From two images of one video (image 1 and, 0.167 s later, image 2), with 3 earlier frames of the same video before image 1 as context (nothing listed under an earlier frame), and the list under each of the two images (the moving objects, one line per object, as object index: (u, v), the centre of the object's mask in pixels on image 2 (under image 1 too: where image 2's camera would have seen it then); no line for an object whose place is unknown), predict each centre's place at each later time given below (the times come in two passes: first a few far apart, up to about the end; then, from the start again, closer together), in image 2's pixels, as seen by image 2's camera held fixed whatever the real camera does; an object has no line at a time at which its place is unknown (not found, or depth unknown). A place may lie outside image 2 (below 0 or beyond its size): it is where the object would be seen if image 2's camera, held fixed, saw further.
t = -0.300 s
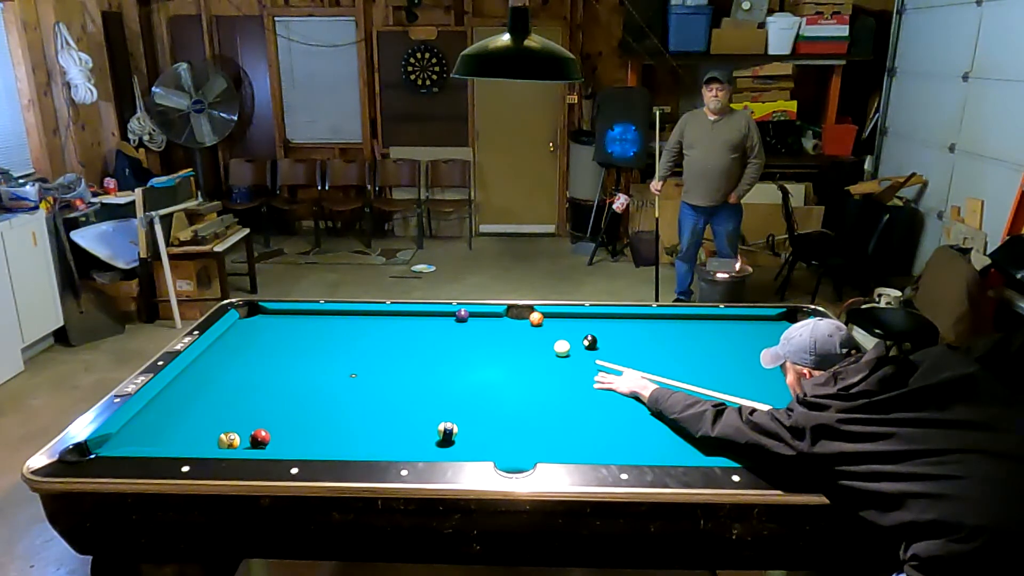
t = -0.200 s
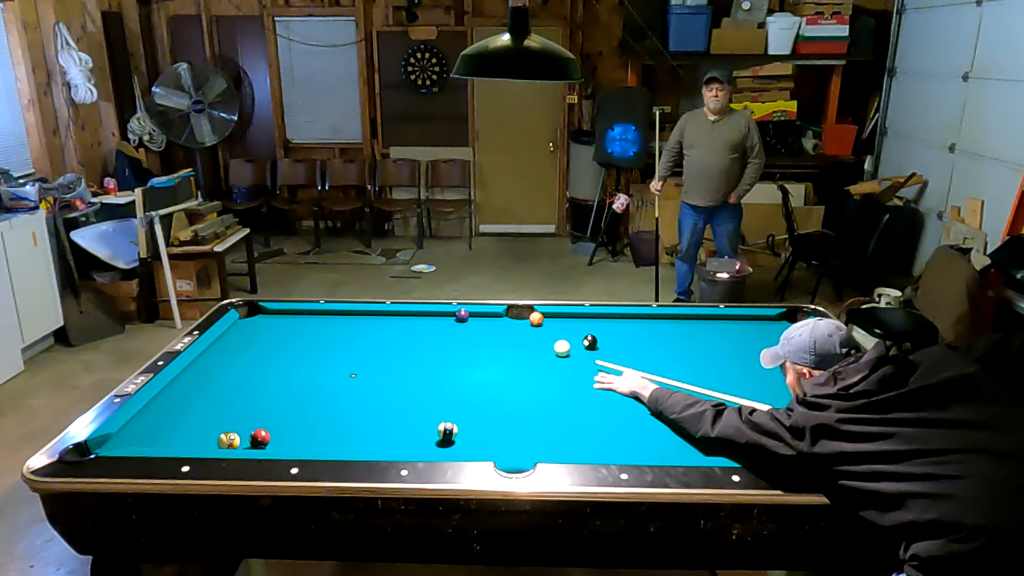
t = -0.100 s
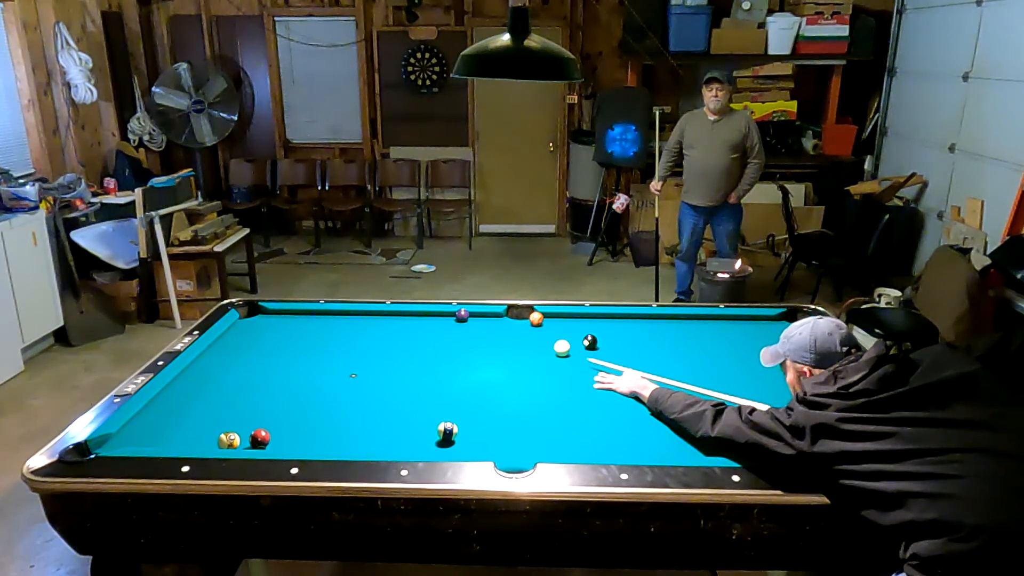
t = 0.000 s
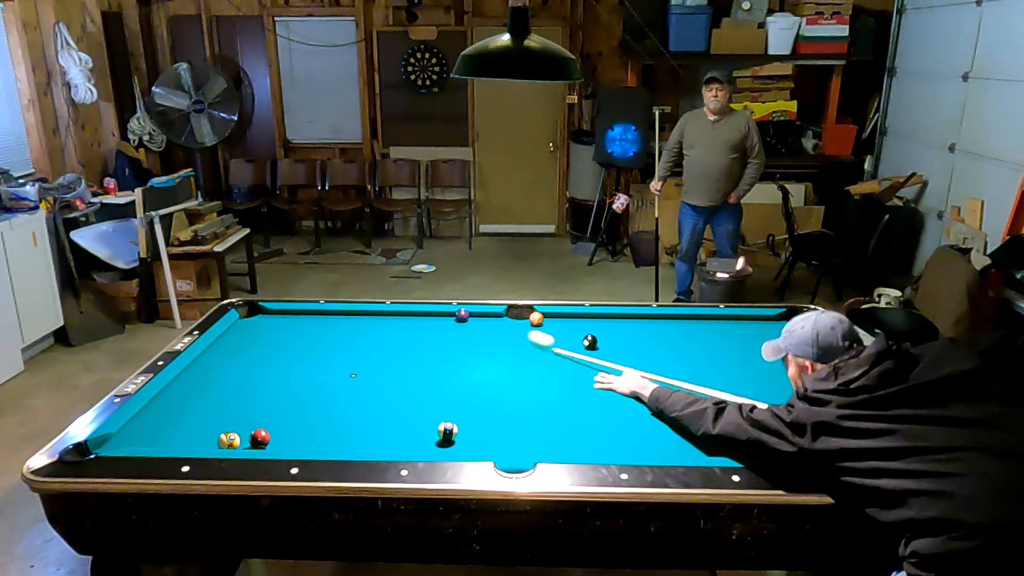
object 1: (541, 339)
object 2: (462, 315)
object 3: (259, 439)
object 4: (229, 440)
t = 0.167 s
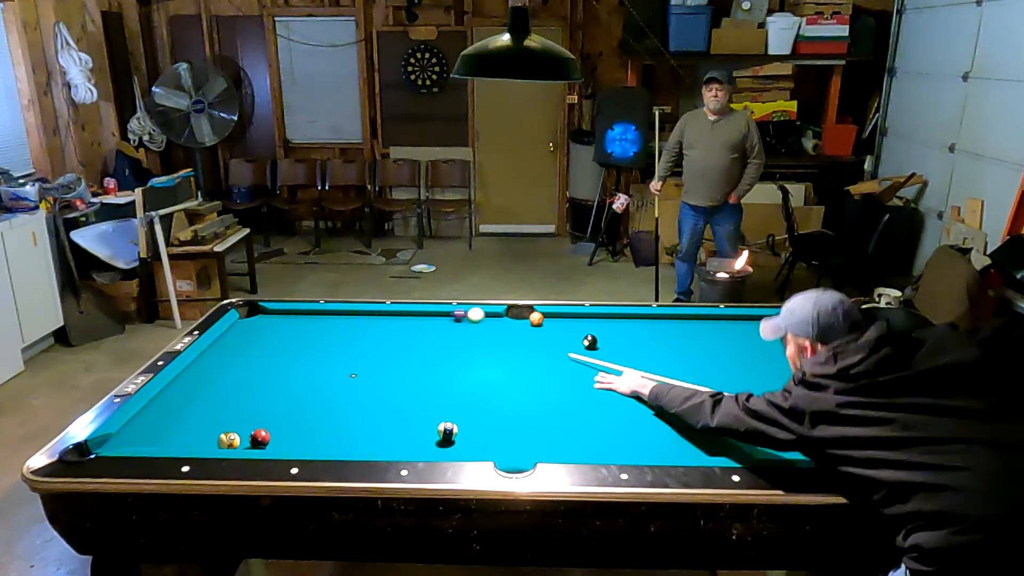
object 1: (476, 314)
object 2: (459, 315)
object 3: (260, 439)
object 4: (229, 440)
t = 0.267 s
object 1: (462, 322)
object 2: (430, 315)
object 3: (259, 439)
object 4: (229, 440)
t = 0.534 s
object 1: (425, 342)
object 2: (367, 315)
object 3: (259, 439)
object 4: (229, 440)
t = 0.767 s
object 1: (389, 361)
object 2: (315, 315)
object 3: (259, 439)
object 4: (229, 440)
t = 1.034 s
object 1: (343, 385)
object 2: (257, 315)
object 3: (260, 439)
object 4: (229, 440)
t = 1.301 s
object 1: (293, 413)
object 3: (259, 439)
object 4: (229, 440)
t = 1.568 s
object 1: (245, 431)
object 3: (255, 443)
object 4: (229, 440)
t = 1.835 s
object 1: (221, 428)
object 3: (262, 435)
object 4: (215, 442)
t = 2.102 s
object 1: (199, 430)
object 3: (268, 426)
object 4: (218, 440)
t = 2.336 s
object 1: (183, 429)
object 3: (273, 419)
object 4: (218, 437)
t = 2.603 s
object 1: (167, 429)
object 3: (278, 412)
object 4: (218, 436)
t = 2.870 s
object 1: (154, 429)
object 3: (282, 407)
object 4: (218, 436)
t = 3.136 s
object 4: (218, 436)
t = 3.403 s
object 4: (218, 436)
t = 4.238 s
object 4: (225, 434)
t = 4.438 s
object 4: (218, 436)
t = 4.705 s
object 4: (218, 436)
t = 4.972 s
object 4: (218, 436)
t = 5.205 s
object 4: (218, 436)
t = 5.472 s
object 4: (218, 436)
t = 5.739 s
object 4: (218, 436)
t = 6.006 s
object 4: (218, 436)
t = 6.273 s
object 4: (218, 436)
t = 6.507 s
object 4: (218, 436)
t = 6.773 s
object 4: (218, 436)
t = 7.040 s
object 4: (218, 436)
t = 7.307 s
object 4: (218, 436)
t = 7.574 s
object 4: (218, 436)
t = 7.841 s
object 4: (218, 436)
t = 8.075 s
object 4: (218, 436)
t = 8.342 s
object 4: (218, 436)
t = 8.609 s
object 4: (218, 436)
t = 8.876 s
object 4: (218, 436)
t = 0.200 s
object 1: (471, 317)
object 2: (449, 315)
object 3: (260, 439)
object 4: (229, 440)
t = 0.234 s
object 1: (467, 320)
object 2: (439, 315)
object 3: (260, 439)
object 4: (229, 440)
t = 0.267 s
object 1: (462, 322)
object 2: (430, 315)
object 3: (259, 439)
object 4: (229, 440)
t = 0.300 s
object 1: (458, 324)
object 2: (422, 315)
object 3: (260, 439)
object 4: (229, 440)
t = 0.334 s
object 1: (453, 326)
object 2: (414, 315)
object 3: (259, 439)
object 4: (229, 440)
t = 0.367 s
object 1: (448, 329)
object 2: (406, 315)
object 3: (259, 439)
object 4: (229, 440)
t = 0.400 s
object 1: (444, 332)
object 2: (398, 315)
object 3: (260, 439)
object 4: (229, 440)
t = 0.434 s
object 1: (439, 334)
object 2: (391, 315)
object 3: (260, 439)
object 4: (229, 440)
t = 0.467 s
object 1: (434, 336)
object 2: (383, 315)
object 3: (260, 439)
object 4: (229, 440)
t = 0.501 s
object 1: (429, 339)
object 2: (376, 315)
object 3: (259, 439)
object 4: (229, 440)
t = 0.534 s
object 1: (425, 342)
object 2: (367, 315)
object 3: (259, 439)
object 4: (229, 440)
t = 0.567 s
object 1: (420, 344)
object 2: (360, 315)
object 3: (259, 439)
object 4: (229, 440)
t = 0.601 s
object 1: (415, 347)
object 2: (353, 315)
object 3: (259, 439)
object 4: (229, 440)
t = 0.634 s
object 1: (410, 350)
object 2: (345, 315)
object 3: (259, 439)
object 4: (229, 440)
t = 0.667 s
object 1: (404, 352)
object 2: (337, 315)
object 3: (259, 439)
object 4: (229, 440)
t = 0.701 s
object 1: (399, 355)
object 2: (331, 315)
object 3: (259, 439)
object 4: (229, 440)
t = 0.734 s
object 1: (394, 358)
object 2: (322, 315)
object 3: (260, 439)
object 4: (229, 440)
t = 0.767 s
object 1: (389, 361)
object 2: (315, 315)
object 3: (259, 439)
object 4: (229, 440)
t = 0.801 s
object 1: (383, 364)
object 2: (308, 316)
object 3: (260, 439)
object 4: (229, 440)
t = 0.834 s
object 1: (378, 367)
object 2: (301, 316)
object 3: (259, 439)
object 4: (229, 440)
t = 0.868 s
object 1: (372, 370)
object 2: (293, 316)
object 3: (260, 439)
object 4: (229, 440)
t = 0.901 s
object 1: (367, 373)
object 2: (286, 316)
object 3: (260, 439)
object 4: (229, 440)
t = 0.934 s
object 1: (361, 376)
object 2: (278, 316)
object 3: (260, 439)
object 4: (229, 440)
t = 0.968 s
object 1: (355, 379)
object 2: (272, 316)
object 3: (260, 439)
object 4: (229, 440)
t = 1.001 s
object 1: (349, 382)
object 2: (265, 315)
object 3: (260, 439)
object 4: (229, 440)
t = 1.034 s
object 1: (343, 385)
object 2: (257, 315)
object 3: (260, 439)
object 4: (229, 440)
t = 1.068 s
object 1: (338, 388)
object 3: (260, 439)
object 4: (229, 440)
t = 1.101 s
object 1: (332, 392)
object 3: (260, 439)
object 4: (229, 440)
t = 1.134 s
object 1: (325, 395)
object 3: (260, 439)
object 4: (229, 440)
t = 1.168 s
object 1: (319, 399)
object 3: (260, 439)
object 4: (229, 440)
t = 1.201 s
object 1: (312, 402)
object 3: (259, 439)
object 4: (229, 440)
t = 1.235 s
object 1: (306, 406)
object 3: (260, 439)
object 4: (229, 440)
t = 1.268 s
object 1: (300, 409)
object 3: (260, 439)
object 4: (229, 440)
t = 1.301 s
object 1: (293, 413)
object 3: (259, 439)
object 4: (229, 440)
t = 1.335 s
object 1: (286, 417)
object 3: (259, 439)
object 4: (229, 440)
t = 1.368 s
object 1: (280, 420)
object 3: (260, 439)
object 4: (229, 440)
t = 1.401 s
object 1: (274, 423)
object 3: (260, 439)
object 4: (229, 440)
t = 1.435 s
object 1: (267, 425)
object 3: (259, 439)
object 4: (229, 440)
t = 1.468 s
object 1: (260, 427)
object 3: (258, 441)
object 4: (229, 440)
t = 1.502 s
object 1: (255, 428)
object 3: (256, 442)
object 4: (229, 440)
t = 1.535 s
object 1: (249, 430)
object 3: (254, 443)
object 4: (229, 440)
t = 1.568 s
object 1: (245, 431)
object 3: (255, 443)
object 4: (229, 440)
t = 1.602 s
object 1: (242, 431)
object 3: (256, 442)
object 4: (227, 441)
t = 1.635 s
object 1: (239, 431)
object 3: (257, 441)
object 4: (225, 442)
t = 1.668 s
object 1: (235, 430)
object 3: (257, 440)
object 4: (223, 442)
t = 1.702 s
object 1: (233, 430)
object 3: (258, 440)
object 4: (221, 443)
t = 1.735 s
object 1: (230, 430)
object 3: (259, 439)
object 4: (219, 443)
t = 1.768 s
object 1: (227, 429)
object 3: (260, 438)
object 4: (218, 443)
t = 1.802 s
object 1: (224, 428)
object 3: (261, 437)
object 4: (217, 442)
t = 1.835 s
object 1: (221, 428)
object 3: (262, 435)
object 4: (215, 442)
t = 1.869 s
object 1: (217, 428)
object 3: (262, 434)
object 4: (219, 442)
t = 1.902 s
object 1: (215, 428)
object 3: (263, 432)
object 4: (219, 442)
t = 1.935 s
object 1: (212, 429)
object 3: (264, 431)
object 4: (219, 441)
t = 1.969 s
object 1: (209, 429)
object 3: (265, 430)
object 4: (218, 441)
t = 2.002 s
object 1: (206, 429)
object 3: (266, 429)
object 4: (218, 441)
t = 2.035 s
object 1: (204, 429)
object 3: (267, 428)
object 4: (218, 440)
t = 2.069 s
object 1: (201, 430)
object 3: (267, 427)
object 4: (218, 440)
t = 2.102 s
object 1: (199, 430)
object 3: (268, 426)
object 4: (218, 440)
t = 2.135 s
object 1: (197, 429)
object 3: (269, 425)
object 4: (218, 439)
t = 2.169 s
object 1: (194, 429)
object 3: (270, 424)
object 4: (218, 439)
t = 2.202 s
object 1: (192, 429)
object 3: (270, 423)
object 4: (218, 438)
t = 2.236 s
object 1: (189, 429)
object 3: (271, 422)
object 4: (218, 438)
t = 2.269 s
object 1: (187, 429)
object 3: (271, 421)
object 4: (217, 437)
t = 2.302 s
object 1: (185, 429)
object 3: (272, 420)
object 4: (218, 437)
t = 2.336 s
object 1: (183, 429)
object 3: (273, 419)
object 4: (218, 437)
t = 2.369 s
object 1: (181, 429)
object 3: (274, 418)
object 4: (218, 437)
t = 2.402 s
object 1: (179, 429)
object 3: (274, 417)
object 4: (218, 437)
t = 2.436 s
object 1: (177, 429)
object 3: (275, 416)
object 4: (218, 437)
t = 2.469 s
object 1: (175, 429)
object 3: (275, 415)
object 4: (218, 437)
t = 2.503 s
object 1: (172, 429)
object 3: (276, 414)
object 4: (218, 436)
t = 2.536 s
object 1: (171, 429)
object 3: (277, 414)
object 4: (218, 436)
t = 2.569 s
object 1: (169, 429)
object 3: (277, 413)
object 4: (218, 436)
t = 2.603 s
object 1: (167, 429)
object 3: (278, 412)
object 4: (218, 436)
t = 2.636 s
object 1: (165, 429)
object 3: (278, 411)
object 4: (218, 436)
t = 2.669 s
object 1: (163, 429)
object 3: (279, 411)
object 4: (218, 436)
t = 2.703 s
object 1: (162, 429)
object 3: (279, 410)
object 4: (218, 436)
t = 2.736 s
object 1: (160, 429)
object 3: (280, 409)
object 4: (218, 436)
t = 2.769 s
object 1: (158, 429)
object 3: (280, 409)
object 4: (218, 436)
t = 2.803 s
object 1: (156, 429)
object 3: (281, 408)
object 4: (218, 436)
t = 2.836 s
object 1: (155, 429)
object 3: (281, 407)
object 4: (218, 436)
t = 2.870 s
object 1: (154, 429)
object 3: (282, 407)
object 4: (218, 436)
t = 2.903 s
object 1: (152, 429)
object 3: (282, 406)
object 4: (218, 436)
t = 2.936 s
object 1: (151, 429)
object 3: (283, 406)
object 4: (218, 436)
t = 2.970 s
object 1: (150, 429)
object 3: (283, 405)
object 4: (218, 436)
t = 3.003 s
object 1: (148, 429)
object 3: (283, 405)
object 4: (218, 436)
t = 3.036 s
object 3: (284, 405)
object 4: (218, 436)
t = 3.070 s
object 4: (218, 436)
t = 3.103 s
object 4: (218, 436)
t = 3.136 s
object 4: (218, 436)
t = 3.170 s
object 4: (218, 436)
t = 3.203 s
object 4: (218, 436)
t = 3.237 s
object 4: (218, 436)
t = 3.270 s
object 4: (218, 436)
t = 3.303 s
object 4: (218, 436)
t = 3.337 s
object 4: (218, 436)
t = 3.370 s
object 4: (218, 436)
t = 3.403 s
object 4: (218, 436)
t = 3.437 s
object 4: (218, 436)
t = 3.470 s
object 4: (218, 436)
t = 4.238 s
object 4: (225, 434)
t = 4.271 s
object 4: (219, 435)
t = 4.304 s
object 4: (218, 437)
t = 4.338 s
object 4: (217, 437)
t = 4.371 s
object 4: (217, 437)
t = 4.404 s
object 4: (217, 437)
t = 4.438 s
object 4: (218, 436)
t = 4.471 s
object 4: (218, 436)
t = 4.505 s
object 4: (218, 436)
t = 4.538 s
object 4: (218, 436)
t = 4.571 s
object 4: (217, 437)
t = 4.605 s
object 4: (217, 437)
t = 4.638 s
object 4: (218, 436)
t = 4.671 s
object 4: (218, 436)
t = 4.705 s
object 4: (218, 436)
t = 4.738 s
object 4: (218, 436)
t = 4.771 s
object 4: (218, 436)
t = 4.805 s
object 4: (218, 436)
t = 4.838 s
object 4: (218, 436)
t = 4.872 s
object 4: (218, 436)
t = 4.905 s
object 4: (218, 436)
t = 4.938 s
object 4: (218, 436)
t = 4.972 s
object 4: (218, 436)
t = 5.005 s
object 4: (218, 436)
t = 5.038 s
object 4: (218, 436)
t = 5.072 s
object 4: (218, 436)
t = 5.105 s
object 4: (218, 436)
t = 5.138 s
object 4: (218, 436)
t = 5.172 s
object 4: (218, 436)
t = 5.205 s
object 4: (218, 436)
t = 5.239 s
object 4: (218, 436)
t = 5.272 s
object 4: (218, 436)
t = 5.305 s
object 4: (218, 436)
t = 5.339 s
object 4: (218, 436)
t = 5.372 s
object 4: (218, 436)
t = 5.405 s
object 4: (218, 436)
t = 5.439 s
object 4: (218, 436)
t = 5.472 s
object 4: (218, 436)
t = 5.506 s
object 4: (218, 436)
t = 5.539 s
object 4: (218, 436)
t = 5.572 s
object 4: (218, 436)
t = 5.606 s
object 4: (218, 436)
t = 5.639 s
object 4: (218, 436)
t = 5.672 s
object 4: (218, 436)
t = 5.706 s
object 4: (218, 436)
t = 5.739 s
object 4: (218, 436)
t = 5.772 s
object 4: (218, 436)
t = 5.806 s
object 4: (218, 436)
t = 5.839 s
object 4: (218, 436)
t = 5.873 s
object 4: (218, 436)
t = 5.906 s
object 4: (218, 436)
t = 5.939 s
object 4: (218, 436)
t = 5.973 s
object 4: (218, 436)
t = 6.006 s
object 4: (218, 436)
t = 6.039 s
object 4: (218, 436)
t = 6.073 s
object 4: (218, 436)
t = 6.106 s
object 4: (218, 436)
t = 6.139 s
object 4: (218, 436)
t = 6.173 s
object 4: (218, 436)
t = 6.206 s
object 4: (218, 436)
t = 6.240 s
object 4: (218, 436)
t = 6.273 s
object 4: (218, 436)
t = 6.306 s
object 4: (218, 436)
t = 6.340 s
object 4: (218, 436)
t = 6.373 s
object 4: (218, 436)
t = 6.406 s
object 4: (218, 436)
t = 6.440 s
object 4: (218, 436)
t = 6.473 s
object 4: (218, 436)
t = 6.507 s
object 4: (218, 436)
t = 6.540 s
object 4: (218, 436)
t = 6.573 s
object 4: (218, 436)
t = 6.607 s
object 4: (218, 436)
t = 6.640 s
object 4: (218, 436)
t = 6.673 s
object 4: (218, 436)
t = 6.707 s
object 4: (218, 436)
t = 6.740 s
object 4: (218, 436)
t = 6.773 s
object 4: (218, 436)
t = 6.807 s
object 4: (218, 436)
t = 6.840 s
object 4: (218, 436)
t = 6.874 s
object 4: (218, 436)
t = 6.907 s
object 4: (218, 436)
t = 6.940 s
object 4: (218, 437)
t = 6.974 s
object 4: (218, 436)
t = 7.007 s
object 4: (218, 436)
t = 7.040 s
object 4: (218, 436)
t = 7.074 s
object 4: (218, 436)
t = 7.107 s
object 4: (218, 436)
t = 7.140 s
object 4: (218, 436)
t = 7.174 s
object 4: (218, 436)
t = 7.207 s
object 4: (218, 436)
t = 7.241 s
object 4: (218, 436)
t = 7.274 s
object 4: (218, 436)
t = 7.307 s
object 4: (218, 436)
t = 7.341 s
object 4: (218, 436)
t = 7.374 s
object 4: (218, 436)
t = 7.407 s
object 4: (218, 436)
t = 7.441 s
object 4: (218, 436)
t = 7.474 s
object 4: (218, 436)
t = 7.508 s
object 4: (218, 436)
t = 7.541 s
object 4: (218, 436)
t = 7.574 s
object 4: (218, 436)
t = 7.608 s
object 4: (218, 436)
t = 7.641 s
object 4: (218, 436)
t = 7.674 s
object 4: (218, 436)
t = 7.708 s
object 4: (218, 436)
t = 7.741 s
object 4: (218, 436)
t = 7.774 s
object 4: (218, 436)
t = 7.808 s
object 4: (218, 436)
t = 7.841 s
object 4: (218, 436)
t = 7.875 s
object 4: (218, 436)
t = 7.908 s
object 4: (218, 436)
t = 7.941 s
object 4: (218, 436)
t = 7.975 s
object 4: (218, 436)
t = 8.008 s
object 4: (218, 436)
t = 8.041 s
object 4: (218, 436)
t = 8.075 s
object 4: (218, 436)
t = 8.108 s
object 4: (218, 436)
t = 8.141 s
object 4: (218, 436)
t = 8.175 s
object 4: (218, 436)
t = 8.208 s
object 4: (218, 436)
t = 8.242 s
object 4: (218, 436)
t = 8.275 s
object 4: (218, 436)
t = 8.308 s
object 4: (218, 436)
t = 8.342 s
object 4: (218, 436)
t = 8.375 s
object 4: (218, 436)
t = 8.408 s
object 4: (218, 436)
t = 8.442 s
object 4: (218, 436)
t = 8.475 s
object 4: (218, 436)
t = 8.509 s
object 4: (218, 436)
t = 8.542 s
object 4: (218, 436)
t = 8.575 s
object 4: (218, 436)
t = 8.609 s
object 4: (218, 436)
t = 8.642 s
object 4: (218, 436)
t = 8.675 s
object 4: (218, 436)
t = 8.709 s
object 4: (218, 436)
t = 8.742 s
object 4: (218, 436)
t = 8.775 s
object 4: (218, 436)
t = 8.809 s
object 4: (218, 436)
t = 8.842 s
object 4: (218, 436)
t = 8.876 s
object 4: (218, 436)
